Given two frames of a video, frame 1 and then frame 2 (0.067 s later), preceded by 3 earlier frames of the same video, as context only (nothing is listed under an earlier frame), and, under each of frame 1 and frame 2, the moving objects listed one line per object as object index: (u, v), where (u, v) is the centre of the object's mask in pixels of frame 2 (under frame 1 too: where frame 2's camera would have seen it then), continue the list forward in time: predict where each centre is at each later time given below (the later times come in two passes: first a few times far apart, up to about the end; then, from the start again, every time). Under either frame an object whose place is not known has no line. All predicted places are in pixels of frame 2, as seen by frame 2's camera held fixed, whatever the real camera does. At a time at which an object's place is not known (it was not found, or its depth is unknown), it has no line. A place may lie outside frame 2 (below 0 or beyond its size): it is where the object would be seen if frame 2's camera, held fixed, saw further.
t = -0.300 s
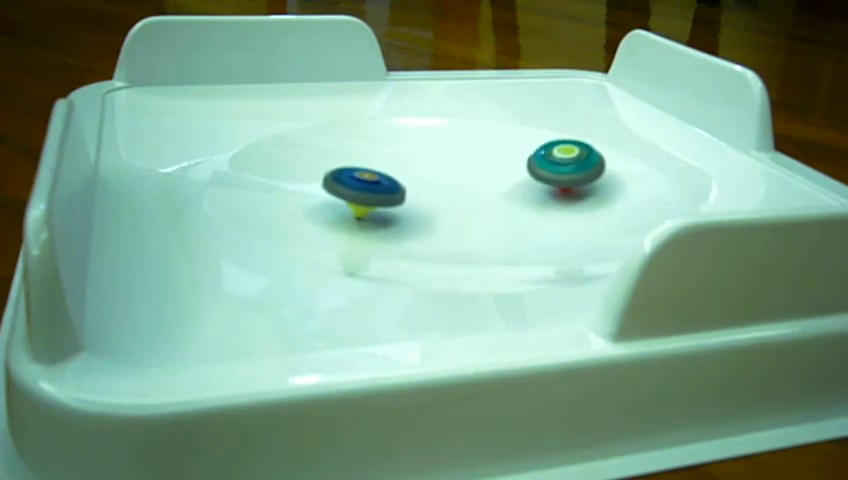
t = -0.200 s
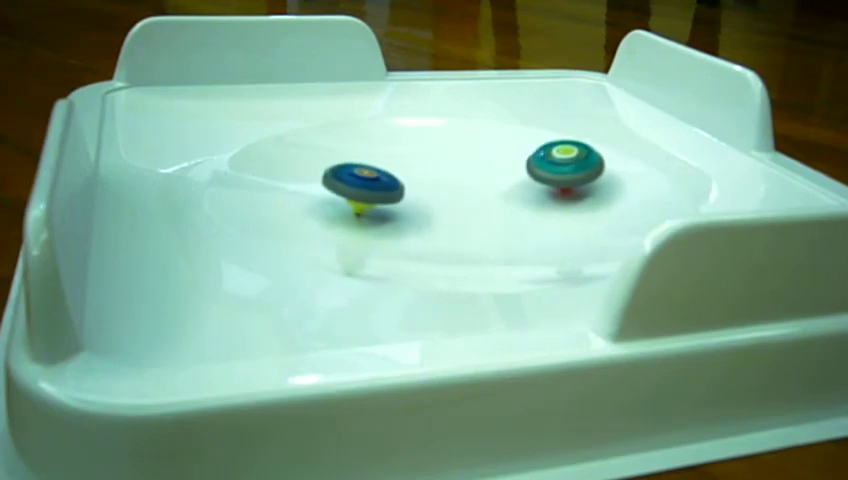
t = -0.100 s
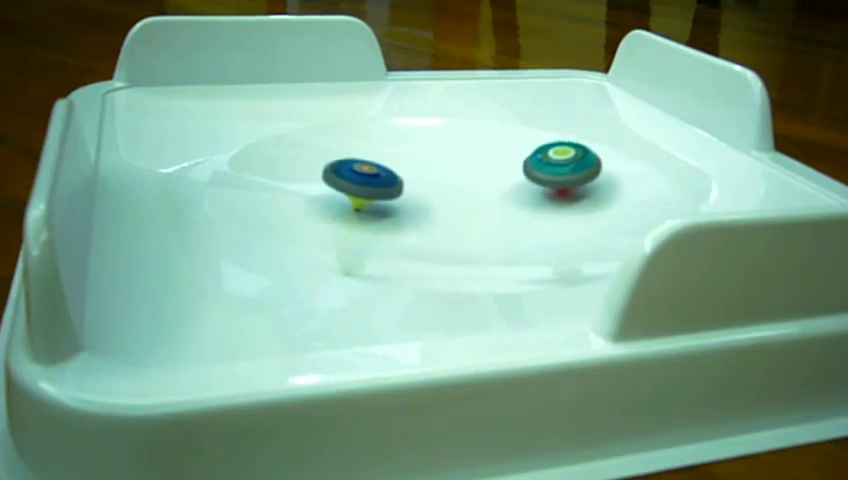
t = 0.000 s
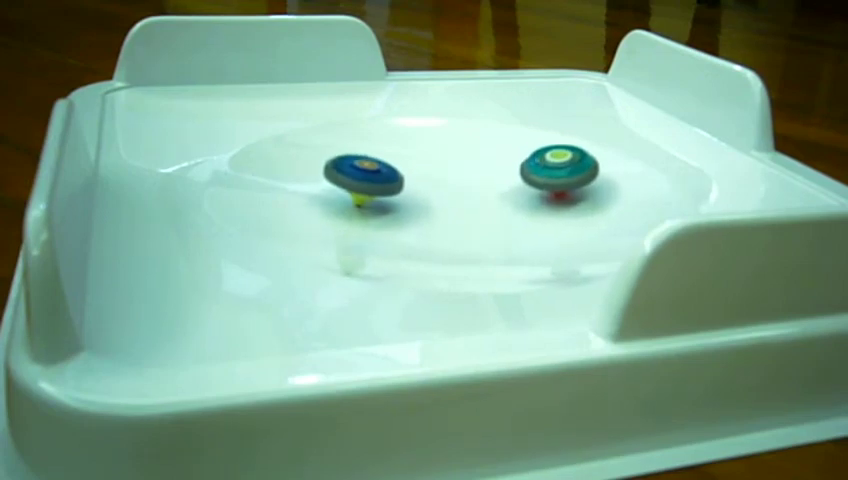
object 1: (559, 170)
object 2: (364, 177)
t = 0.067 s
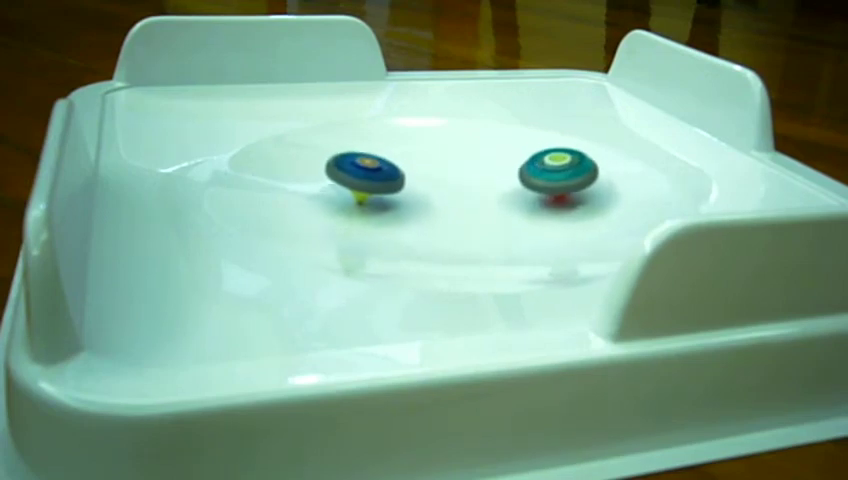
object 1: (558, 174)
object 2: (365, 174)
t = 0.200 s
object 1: (559, 181)
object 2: (369, 170)
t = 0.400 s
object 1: (571, 193)
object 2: (380, 165)
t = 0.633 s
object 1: (585, 202)
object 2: (400, 160)
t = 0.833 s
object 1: (581, 204)
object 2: (420, 157)
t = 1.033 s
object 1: (562, 208)
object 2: (442, 157)
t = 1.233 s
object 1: (535, 215)
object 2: (465, 158)
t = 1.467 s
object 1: (501, 224)
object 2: (485, 161)
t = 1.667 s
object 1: (479, 230)
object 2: (500, 165)
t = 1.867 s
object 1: (471, 232)
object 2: (515, 170)
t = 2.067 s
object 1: (460, 229)
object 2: (527, 175)
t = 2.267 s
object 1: (425, 221)
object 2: (536, 184)
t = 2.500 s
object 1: (370, 211)
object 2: (538, 194)
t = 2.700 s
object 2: (527, 200)
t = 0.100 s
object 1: (558, 175)
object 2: (366, 173)
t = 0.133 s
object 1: (558, 177)
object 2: (367, 172)
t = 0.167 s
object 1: (559, 179)
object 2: (368, 171)
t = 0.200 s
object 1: (559, 181)
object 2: (369, 170)
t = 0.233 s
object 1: (561, 183)
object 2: (370, 169)
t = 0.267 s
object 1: (562, 185)
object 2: (372, 168)
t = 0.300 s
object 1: (564, 188)
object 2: (373, 168)
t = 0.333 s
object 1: (566, 190)
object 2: (375, 167)
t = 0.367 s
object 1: (569, 192)
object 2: (378, 166)
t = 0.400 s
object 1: (571, 193)
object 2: (380, 165)
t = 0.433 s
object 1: (574, 195)
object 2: (382, 164)
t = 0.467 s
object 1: (576, 197)
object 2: (385, 164)
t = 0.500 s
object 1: (578, 199)
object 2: (387, 163)
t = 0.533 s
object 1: (580, 200)
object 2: (390, 162)
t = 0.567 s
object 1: (582, 201)
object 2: (393, 161)
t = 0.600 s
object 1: (584, 201)
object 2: (396, 160)
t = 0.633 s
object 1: (585, 202)
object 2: (400, 160)
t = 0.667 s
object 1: (586, 202)
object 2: (403, 159)
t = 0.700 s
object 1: (586, 202)
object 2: (406, 158)
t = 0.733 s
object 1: (586, 203)
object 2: (410, 158)
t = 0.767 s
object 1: (585, 203)
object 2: (413, 157)
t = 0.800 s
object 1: (583, 203)
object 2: (416, 157)
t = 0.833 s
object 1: (581, 204)
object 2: (420, 157)
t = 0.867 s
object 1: (578, 204)
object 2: (423, 156)
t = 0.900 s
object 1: (576, 204)
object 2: (426, 156)
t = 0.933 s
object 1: (572, 205)
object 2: (430, 156)
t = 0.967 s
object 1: (569, 206)
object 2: (434, 157)
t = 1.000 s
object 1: (565, 207)
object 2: (437, 156)
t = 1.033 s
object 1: (562, 208)
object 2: (442, 157)
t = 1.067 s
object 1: (558, 209)
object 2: (445, 157)
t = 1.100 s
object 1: (554, 210)
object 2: (449, 157)
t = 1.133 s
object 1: (550, 211)
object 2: (453, 157)
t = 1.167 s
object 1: (545, 213)
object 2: (457, 157)
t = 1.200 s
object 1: (540, 214)
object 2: (461, 157)
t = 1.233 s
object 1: (535, 215)
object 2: (465, 158)
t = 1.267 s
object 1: (531, 216)
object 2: (468, 158)
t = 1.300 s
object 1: (526, 217)
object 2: (471, 159)
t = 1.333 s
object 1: (521, 218)
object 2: (473, 159)
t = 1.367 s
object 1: (516, 219)
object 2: (475, 159)
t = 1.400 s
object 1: (511, 221)
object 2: (478, 160)
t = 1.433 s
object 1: (506, 222)
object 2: (482, 160)
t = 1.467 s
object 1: (501, 224)
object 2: (485, 161)
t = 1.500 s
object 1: (496, 225)
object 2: (488, 161)
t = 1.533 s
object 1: (492, 226)
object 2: (490, 162)
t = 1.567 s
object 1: (488, 228)
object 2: (493, 162)
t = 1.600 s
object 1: (485, 229)
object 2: (495, 163)
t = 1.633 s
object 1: (482, 229)
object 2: (498, 164)
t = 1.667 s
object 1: (479, 230)
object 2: (500, 165)
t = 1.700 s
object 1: (477, 231)
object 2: (502, 165)
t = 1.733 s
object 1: (475, 232)
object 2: (505, 166)
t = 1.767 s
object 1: (473, 232)
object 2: (508, 167)
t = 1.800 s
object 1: (473, 233)
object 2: (510, 168)
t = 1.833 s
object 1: (472, 232)
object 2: (512, 169)
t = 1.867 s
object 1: (471, 232)
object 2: (515, 170)
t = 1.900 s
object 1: (471, 232)
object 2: (517, 170)
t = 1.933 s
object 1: (470, 232)
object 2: (520, 171)
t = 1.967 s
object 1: (468, 231)
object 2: (522, 172)
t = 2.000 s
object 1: (466, 231)
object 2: (524, 173)
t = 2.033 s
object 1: (464, 230)
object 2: (525, 175)
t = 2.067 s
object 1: (460, 229)
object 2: (527, 175)
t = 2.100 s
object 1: (456, 228)
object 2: (528, 176)
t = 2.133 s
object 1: (451, 227)
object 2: (531, 179)
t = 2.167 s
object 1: (445, 225)
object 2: (533, 180)
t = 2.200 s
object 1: (439, 224)
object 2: (535, 182)
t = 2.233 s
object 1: (432, 223)
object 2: (535, 183)
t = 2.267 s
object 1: (425, 221)
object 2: (536, 184)
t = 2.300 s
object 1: (417, 220)
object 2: (537, 185)
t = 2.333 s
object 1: (409, 218)
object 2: (538, 187)
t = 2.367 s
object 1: (402, 216)
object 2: (539, 188)
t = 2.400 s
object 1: (394, 215)
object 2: (539, 190)
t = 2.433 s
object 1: (386, 213)
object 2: (540, 191)
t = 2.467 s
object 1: (379, 212)
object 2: (539, 192)
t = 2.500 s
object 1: (370, 211)
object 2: (538, 194)
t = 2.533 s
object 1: (357, 210)
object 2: (531, 195)
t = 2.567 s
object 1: (351, 209)
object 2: (529, 196)
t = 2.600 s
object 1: (348, 208)
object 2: (529, 198)
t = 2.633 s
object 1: (345, 207)
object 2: (528, 199)
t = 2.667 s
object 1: (343, 206)
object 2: (528, 200)
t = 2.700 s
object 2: (527, 200)
